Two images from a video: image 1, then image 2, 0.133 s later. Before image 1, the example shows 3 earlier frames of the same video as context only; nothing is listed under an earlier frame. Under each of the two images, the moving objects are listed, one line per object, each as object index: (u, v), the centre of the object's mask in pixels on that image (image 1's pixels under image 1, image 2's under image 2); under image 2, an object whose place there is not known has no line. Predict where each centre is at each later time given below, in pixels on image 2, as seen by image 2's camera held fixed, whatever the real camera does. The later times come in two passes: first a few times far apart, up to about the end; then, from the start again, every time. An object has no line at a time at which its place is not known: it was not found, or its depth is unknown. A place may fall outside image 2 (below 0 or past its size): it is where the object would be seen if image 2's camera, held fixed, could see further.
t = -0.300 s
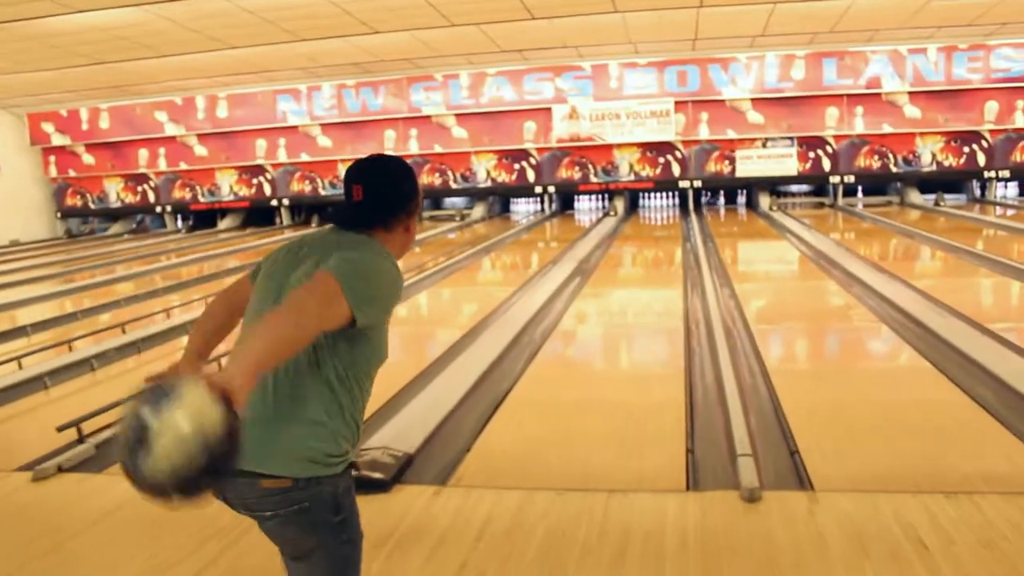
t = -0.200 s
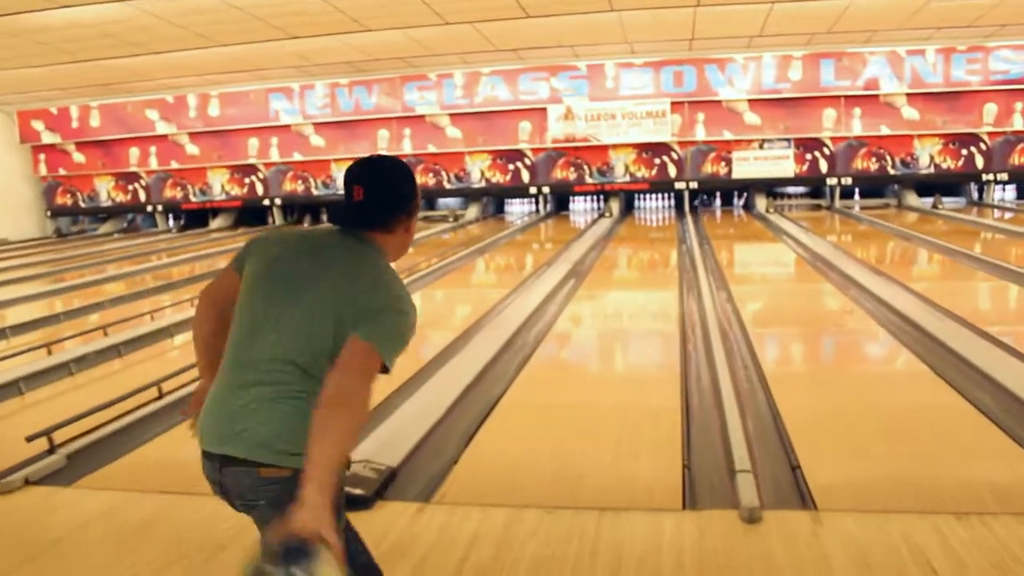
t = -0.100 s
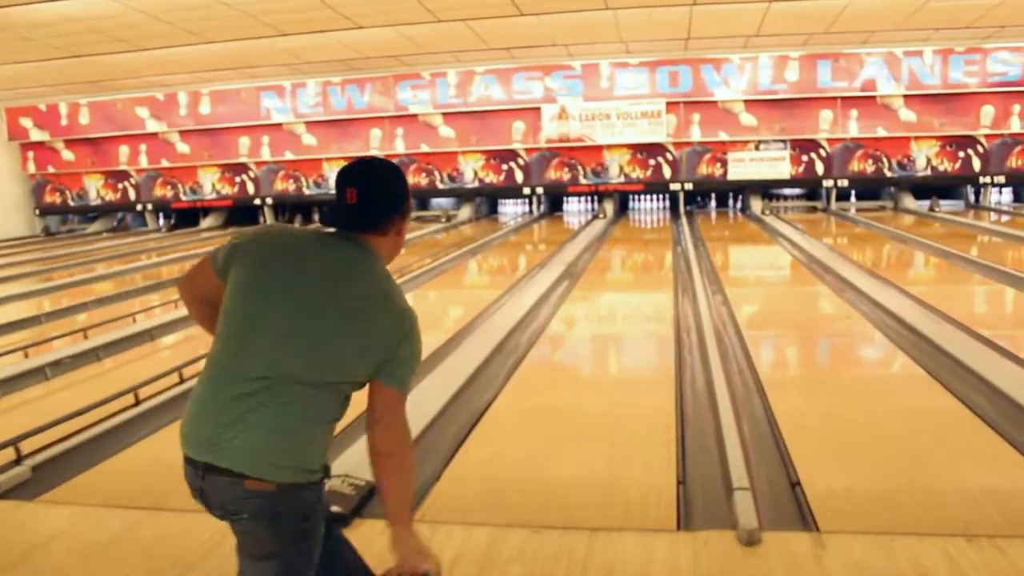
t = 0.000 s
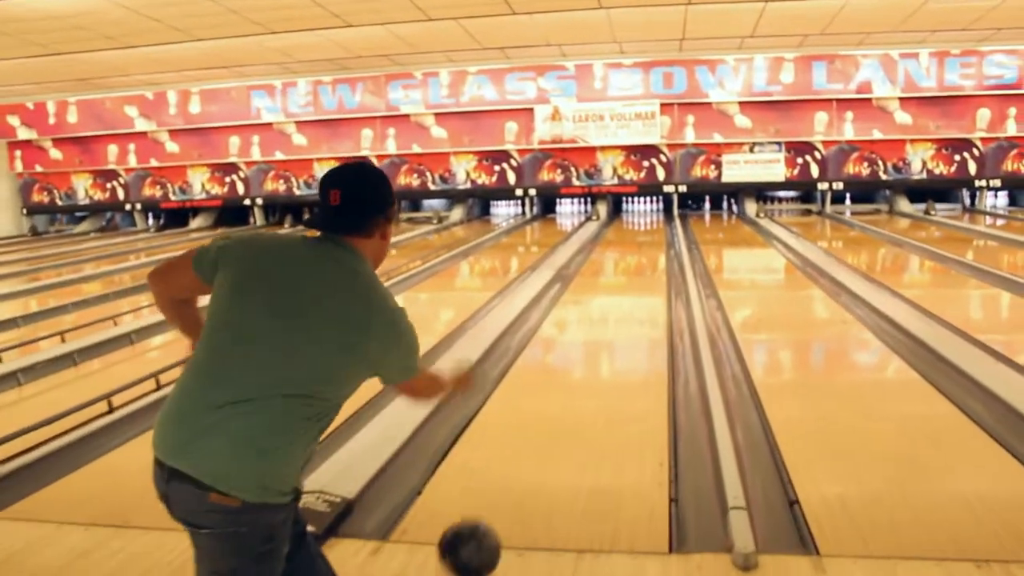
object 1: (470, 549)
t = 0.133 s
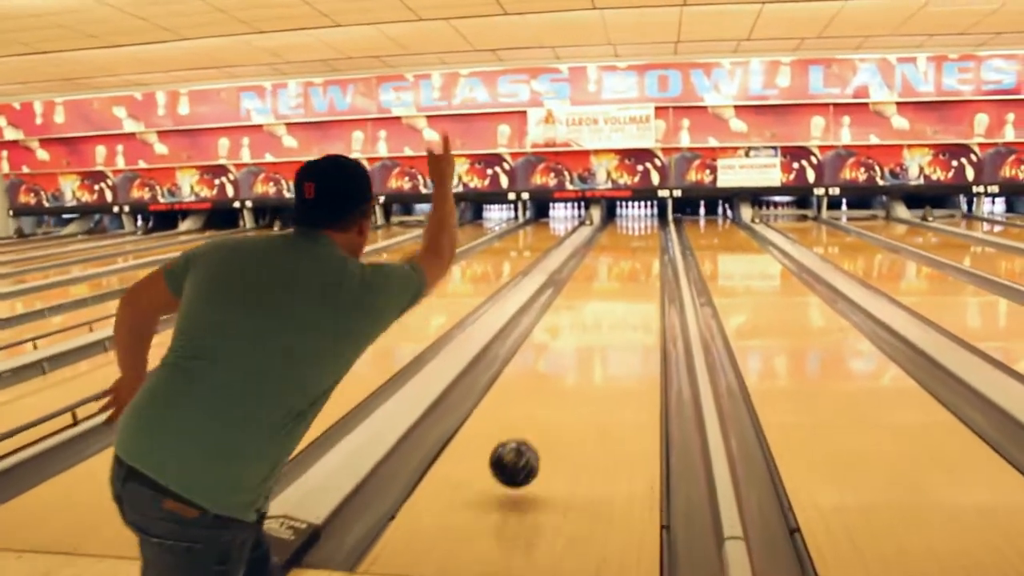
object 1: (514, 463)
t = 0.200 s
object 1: (534, 441)
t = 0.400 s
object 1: (575, 369)
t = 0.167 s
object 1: (525, 449)
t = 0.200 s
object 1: (534, 441)
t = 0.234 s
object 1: (543, 425)
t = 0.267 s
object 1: (551, 411)
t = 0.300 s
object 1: (558, 399)
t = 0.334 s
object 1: (565, 388)
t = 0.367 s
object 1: (571, 378)
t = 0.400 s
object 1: (575, 369)
